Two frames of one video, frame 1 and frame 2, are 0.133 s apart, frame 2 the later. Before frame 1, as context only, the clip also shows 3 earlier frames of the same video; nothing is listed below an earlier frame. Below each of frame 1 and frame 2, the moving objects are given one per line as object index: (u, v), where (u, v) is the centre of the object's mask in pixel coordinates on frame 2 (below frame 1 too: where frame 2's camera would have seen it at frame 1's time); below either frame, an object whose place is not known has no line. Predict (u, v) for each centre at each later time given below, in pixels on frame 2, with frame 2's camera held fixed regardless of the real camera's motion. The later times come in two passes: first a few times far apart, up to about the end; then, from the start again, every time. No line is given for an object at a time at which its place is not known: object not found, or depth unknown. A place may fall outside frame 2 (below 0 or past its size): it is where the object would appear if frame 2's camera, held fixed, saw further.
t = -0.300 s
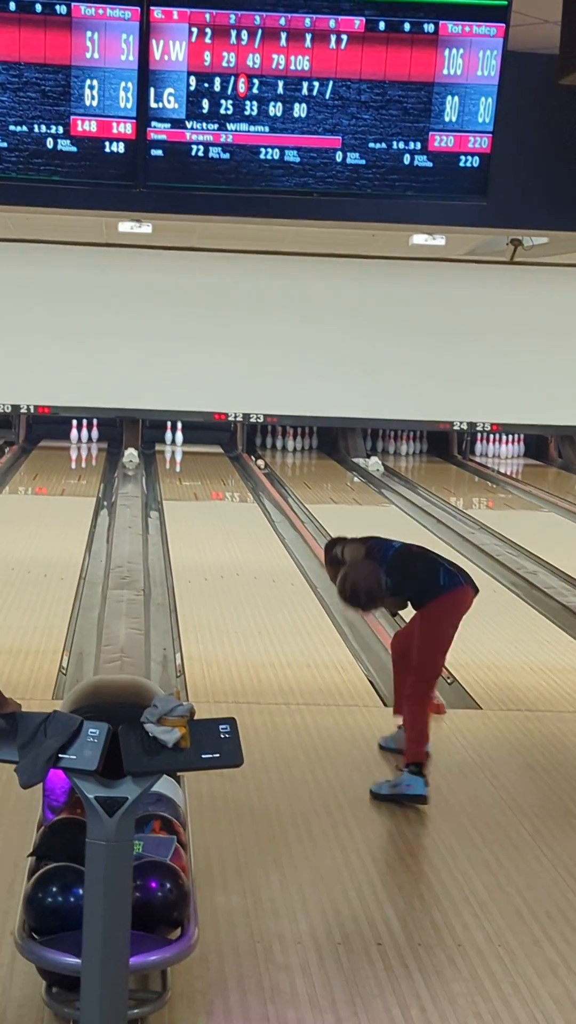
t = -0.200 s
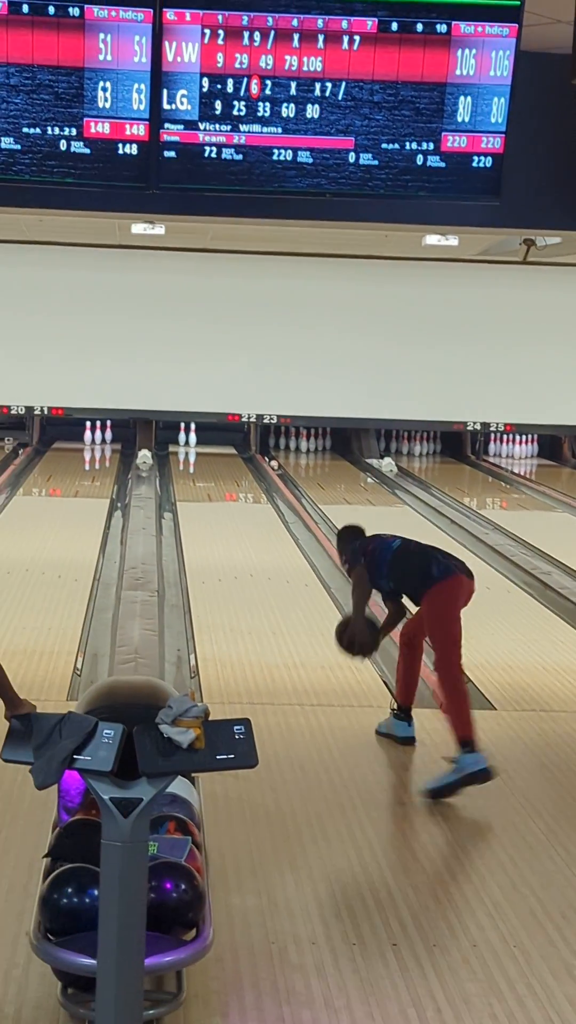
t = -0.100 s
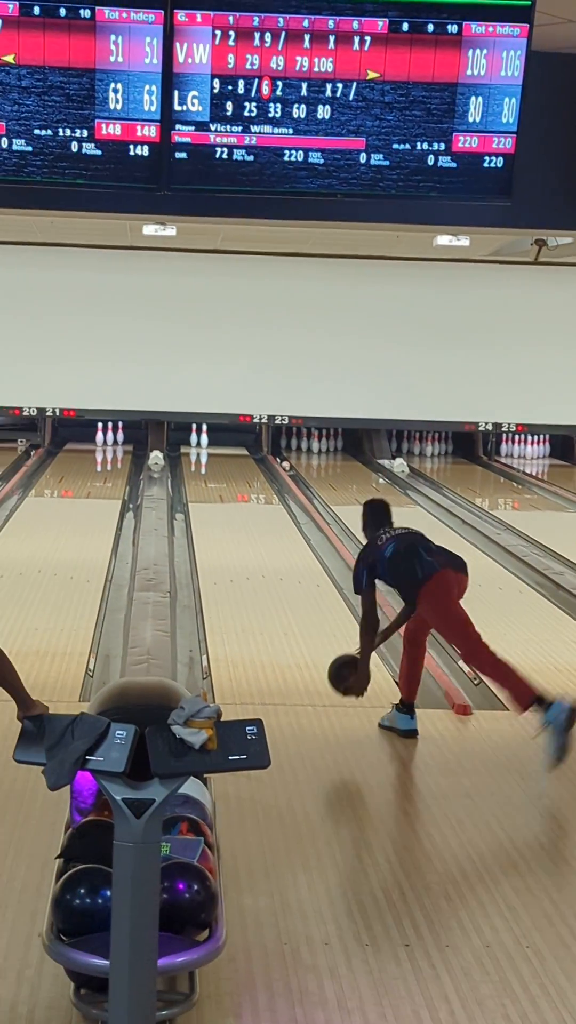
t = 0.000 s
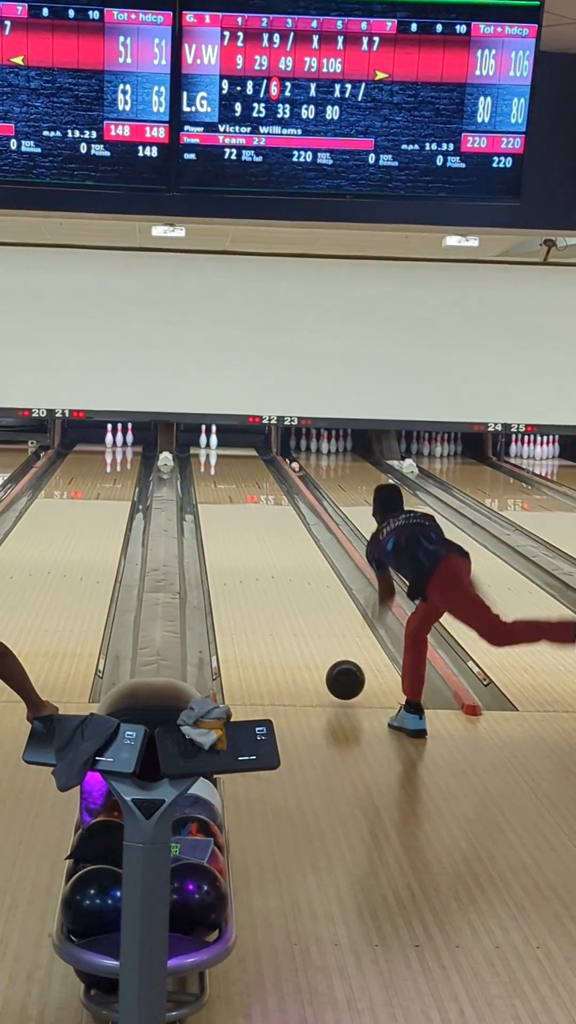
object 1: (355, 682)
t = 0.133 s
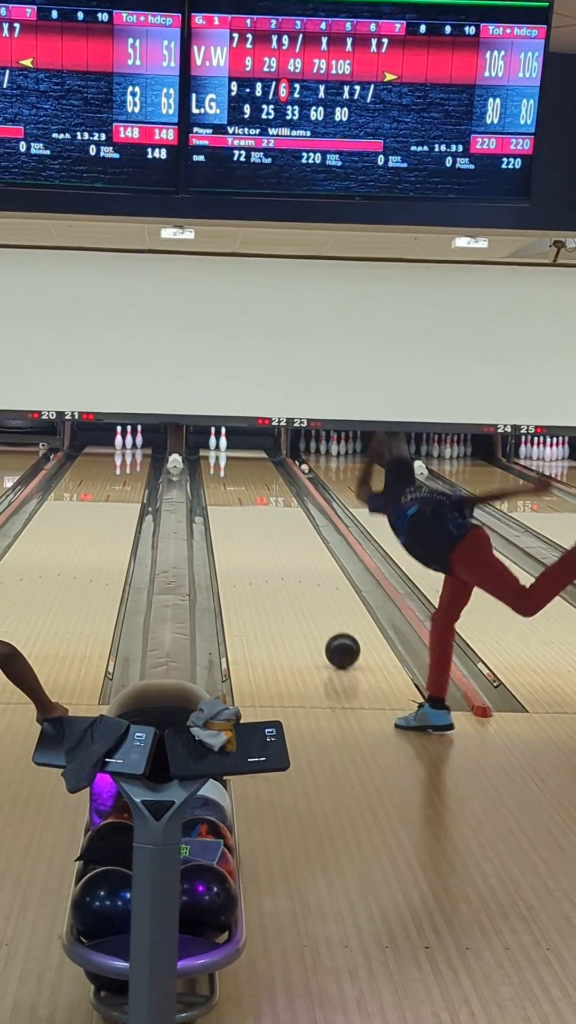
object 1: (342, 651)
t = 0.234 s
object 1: (334, 627)
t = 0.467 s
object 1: (319, 584)
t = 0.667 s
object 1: (308, 557)
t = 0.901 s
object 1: (298, 532)
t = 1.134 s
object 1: (288, 511)
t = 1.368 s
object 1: (279, 495)
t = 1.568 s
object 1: (270, 483)
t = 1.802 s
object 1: (260, 471)
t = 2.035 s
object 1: (249, 461)
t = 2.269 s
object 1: (236, 453)
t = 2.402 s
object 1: (228, 448)
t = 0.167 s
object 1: (339, 642)
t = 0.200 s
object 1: (337, 634)
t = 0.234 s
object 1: (334, 627)
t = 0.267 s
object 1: (332, 620)
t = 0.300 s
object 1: (330, 614)
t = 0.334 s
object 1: (327, 607)
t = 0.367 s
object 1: (325, 601)
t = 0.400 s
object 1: (323, 595)
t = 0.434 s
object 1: (321, 590)
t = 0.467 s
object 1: (319, 584)
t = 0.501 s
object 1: (317, 579)
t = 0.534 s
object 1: (315, 575)
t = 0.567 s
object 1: (313, 570)
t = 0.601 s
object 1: (311, 566)
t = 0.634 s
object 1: (310, 561)
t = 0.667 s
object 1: (308, 557)
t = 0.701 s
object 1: (307, 553)
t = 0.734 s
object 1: (305, 549)
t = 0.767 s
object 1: (303, 546)
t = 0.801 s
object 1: (302, 542)
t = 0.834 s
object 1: (300, 538)
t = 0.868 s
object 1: (299, 535)
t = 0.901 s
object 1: (298, 532)
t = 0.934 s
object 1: (296, 529)
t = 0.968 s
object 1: (295, 526)
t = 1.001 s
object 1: (294, 523)
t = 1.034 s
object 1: (292, 520)
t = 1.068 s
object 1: (291, 517)
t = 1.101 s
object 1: (289, 514)
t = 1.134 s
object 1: (288, 511)
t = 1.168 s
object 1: (287, 509)
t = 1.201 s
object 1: (285, 506)
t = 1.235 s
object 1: (284, 504)
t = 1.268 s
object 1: (283, 502)
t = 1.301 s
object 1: (281, 499)
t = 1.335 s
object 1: (280, 497)
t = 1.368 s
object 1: (279, 495)
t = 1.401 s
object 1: (277, 493)
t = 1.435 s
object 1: (276, 491)
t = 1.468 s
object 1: (274, 489)
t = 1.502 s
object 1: (273, 487)
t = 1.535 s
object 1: (271, 485)
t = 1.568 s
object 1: (270, 483)
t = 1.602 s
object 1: (269, 481)
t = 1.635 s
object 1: (267, 480)
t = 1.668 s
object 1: (266, 478)
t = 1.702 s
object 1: (264, 476)
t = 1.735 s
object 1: (263, 475)
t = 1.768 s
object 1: (261, 473)
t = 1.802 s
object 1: (260, 471)
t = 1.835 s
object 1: (258, 470)
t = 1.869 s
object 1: (257, 468)
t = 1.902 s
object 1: (255, 467)
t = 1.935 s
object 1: (254, 465)
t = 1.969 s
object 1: (252, 464)
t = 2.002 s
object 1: (250, 462)
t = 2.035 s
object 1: (249, 461)
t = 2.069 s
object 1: (247, 460)
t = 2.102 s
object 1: (245, 459)
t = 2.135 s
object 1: (243, 457)
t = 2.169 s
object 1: (242, 456)
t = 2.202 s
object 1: (240, 455)
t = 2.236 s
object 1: (238, 453)
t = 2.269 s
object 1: (236, 453)
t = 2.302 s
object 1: (234, 453)
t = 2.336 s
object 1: (232, 452)
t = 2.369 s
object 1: (230, 449)
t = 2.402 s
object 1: (228, 448)
